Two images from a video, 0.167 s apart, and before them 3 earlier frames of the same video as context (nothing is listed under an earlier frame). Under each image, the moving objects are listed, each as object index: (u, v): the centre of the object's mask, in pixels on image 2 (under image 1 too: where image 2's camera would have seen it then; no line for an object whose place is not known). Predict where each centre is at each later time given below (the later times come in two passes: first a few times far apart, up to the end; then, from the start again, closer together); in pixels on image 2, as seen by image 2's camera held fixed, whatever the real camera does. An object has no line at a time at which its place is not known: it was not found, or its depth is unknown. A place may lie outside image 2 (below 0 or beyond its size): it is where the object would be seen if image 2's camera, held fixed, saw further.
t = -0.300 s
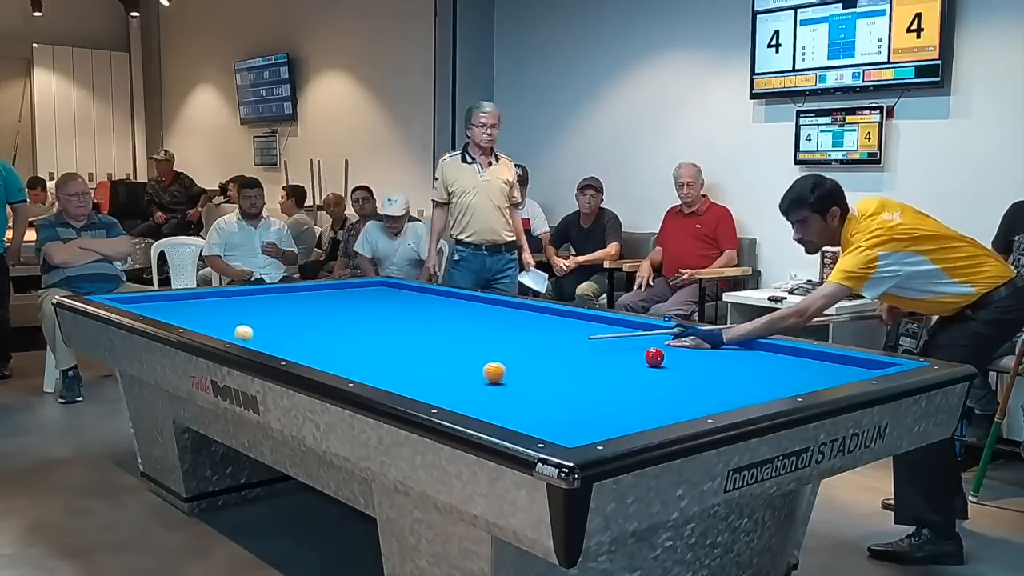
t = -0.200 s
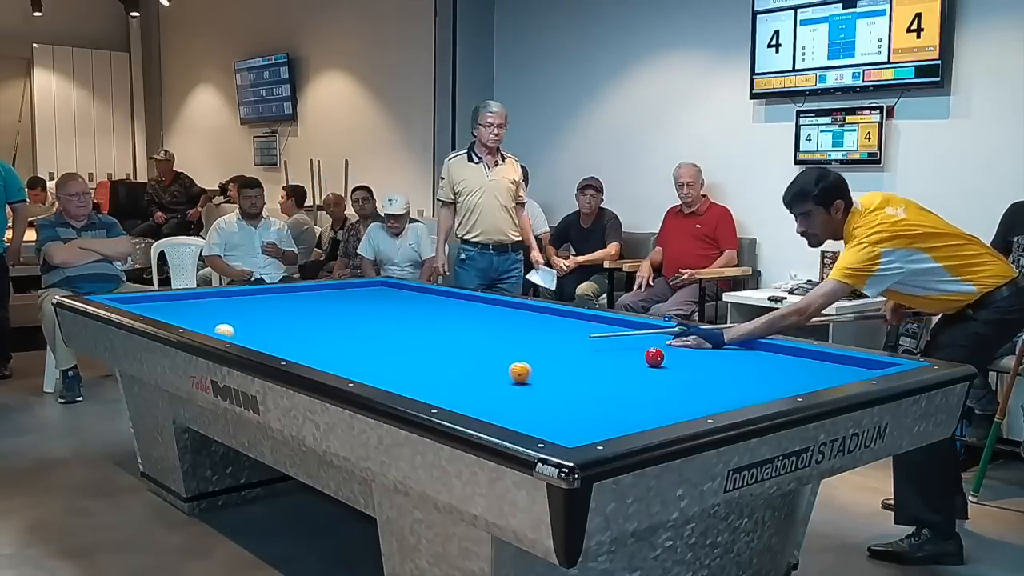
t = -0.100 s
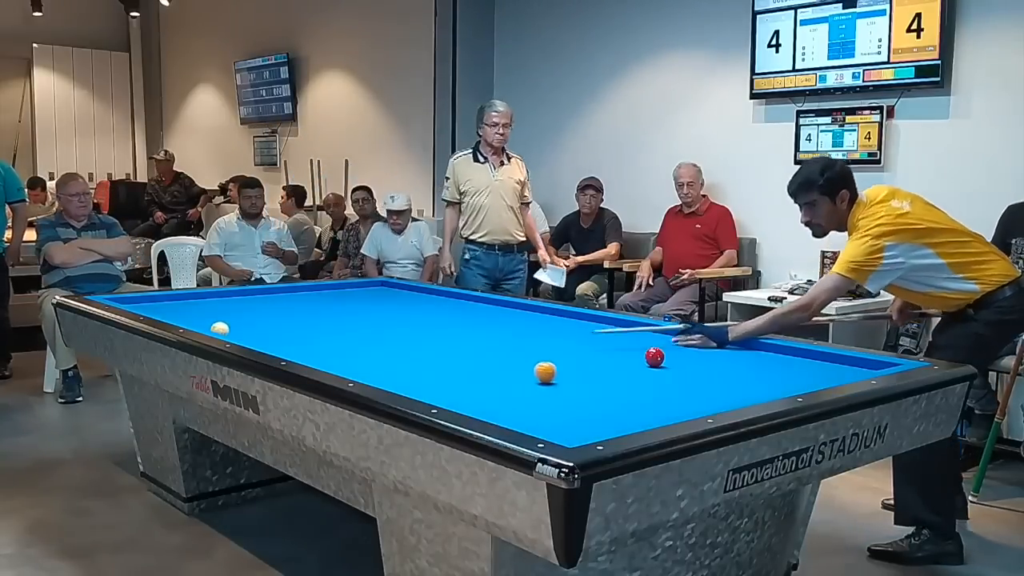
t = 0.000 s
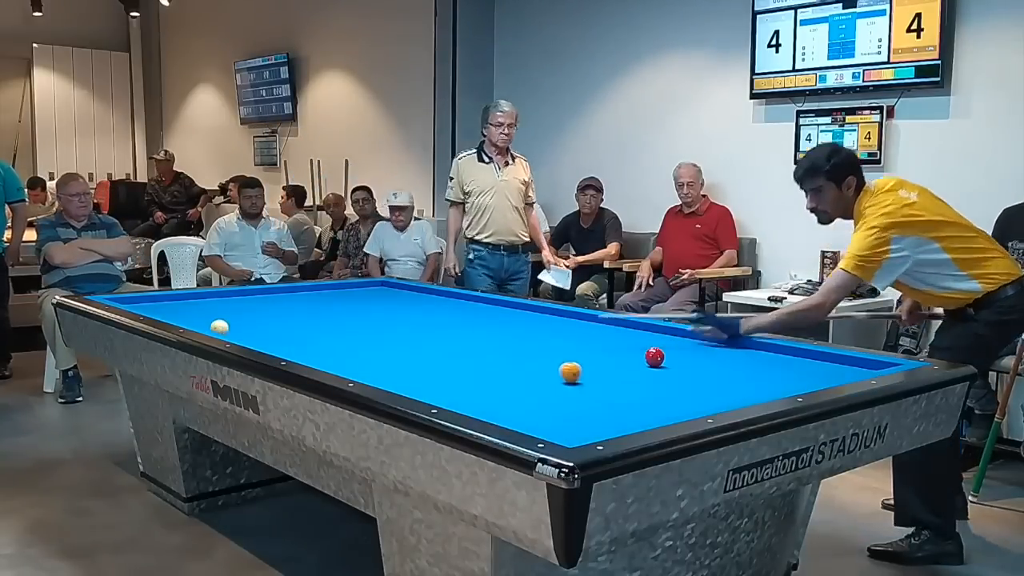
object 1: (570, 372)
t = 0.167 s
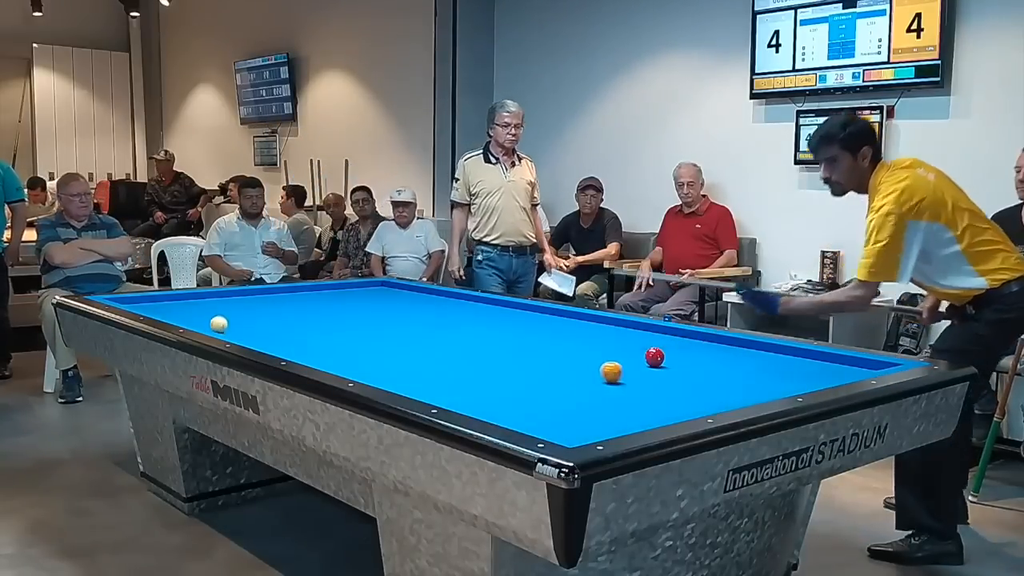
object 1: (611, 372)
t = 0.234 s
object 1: (628, 372)
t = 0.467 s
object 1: (683, 372)
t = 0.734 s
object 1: (745, 372)
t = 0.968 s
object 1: (798, 372)
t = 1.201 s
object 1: (849, 369)
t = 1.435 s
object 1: (868, 365)
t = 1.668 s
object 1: (859, 362)
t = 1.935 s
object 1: (827, 361)
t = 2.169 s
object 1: (801, 360)
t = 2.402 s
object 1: (775, 359)
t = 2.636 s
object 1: (751, 359)
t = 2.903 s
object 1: (725, 358)
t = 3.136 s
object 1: (703, 357)
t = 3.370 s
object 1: (682, 356)
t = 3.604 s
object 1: (667, 355)
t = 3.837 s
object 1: (658, 354)
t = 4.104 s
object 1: (649, 353)
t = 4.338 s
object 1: (641, 352)
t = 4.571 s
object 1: (635, 351)
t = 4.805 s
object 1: (630, 350)
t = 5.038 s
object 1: (626, 349)
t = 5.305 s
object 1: (622, 349)
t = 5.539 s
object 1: (619, 348)
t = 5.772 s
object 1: (616, 348)
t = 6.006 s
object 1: (615, 348)
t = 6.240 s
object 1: (614, 348)
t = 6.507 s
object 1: (614, 348)
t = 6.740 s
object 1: (615, 348)
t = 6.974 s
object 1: (614, 348)
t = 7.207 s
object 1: (614, 348)
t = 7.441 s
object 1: (615, 348)
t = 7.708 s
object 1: (614, 348)
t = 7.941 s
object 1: (614, 348)
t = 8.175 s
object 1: (614, 348)
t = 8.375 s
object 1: (614, 348)
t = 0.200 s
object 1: (619, 372)
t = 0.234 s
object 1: (628, 372)
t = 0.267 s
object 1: (636, 372)
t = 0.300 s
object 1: (643, 372)
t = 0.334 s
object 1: (652, 372)
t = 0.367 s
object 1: (660, 372)
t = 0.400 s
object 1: (668, 372)
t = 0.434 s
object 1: (675, 372)
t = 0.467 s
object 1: (683, 372)
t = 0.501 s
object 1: (691, 372)
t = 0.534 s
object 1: (699, 372)
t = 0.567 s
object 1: (706, 372)
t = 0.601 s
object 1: (714, 372)
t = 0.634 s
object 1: (722, 372)
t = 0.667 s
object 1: (730, 372)
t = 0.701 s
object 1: (737, 372)
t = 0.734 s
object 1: (745, 372)
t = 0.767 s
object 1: (753, 372)
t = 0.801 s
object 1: (760, 372)
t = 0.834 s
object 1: (768, 372)
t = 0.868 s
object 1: (775, 372)
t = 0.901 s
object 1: (783, 372)
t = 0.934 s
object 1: (791, 372)
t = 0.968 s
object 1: (798, 372)
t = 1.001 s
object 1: (806, 372)
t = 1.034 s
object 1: (813, 372)
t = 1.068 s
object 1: (820, 372)
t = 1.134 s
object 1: (834, 371)
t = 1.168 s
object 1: (841, 370)
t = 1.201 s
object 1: (849, 369)
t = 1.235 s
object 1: (856, 369)
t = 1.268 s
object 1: (867, 367)
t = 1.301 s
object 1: (867, 367)
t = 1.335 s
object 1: (867, 366)
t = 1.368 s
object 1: (868, 366)
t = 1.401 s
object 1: (868, 365)
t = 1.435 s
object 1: (868, 365)
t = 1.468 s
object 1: (869, 364)
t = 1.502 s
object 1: (869, 364)
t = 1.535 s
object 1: (870, 363)
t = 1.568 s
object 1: (870, 362)
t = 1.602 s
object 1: (867, 362)
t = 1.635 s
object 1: (863, 362)
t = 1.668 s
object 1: (859, 362)
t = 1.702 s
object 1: (855, 362)
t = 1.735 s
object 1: (851, 362)
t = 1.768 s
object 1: (847, 362)
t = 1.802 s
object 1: (842, 362)
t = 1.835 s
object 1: (839, 362)
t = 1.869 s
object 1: (835, 361)
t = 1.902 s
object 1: (831, 361)
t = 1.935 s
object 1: (827, 361)
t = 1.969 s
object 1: (823, 361)
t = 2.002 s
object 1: (819, 361)
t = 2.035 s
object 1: (815, 361)
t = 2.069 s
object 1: (812, 361)
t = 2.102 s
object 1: (808, 361)
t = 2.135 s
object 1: (804, 360)
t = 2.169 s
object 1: (801, 360)
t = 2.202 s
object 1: (797, 360)
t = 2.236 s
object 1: (793, 360)
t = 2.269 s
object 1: (790, 360)
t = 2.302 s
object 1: (786, 360)
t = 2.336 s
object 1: (782, 360)
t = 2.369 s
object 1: (779, 359)
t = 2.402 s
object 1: (775, 359)
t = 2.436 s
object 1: (772, 359)
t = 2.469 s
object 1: (768, 359)
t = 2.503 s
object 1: (765, 359)
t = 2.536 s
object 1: (761, 359)
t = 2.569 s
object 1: (758, 359)
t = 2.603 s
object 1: (754, 359)
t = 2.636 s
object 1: (751, 359)
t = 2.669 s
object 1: (748, 359)
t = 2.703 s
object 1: (744, 359)
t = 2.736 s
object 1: (741, 358)
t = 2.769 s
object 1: (738, 358)
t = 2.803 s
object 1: (735, 358)
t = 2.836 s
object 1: (731, 358)
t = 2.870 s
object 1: (728, 358)
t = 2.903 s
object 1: (725, 358)
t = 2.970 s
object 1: (719, 357)
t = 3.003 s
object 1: (715, 357)
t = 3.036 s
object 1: (712, 357)
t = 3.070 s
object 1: (709, 357)
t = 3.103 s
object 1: (706, 357)
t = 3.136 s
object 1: (703, 357)
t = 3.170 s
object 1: (700, 357)
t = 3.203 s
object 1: (697, 357)
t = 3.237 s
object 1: (694, 356)
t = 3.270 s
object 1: (691, 356)
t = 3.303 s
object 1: (688, 356)
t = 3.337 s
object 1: (685, 356)
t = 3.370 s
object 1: (682, 356)
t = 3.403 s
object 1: (679, 356)
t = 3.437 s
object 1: (676, 356)
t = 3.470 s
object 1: (675, 356)
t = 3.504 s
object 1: (671, 355)
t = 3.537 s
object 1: (670, 355)
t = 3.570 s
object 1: (669, 355)
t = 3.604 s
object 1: (667, 355)
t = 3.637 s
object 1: (666, 355)
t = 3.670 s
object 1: (664, 355)
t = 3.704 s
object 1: (663, 355)
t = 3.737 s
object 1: (662, 354)
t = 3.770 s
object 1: (661, 354)
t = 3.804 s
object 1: (659, 354)
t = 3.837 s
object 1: (658, 354)
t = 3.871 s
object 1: (657, 354)
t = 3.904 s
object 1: (656, 354)
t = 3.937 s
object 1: (655, 353)
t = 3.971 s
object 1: (653, 353)
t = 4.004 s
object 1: (653, 353)
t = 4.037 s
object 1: (651, 353)
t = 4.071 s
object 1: (650, 353)
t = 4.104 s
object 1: (649, 353)
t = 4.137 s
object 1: (648, 353)
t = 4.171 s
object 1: (647, 352)
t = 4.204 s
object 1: (646, 352)
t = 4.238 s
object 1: (645, 352)
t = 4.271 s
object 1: (643, 352)
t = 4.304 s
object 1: (642, 352)
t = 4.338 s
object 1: (641, 352)
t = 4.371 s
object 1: (640, 352)
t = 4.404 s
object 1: (639, 352)
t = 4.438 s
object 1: (638, 351)
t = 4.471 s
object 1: (638, 351)
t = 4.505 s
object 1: (637, 351)
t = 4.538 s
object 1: (636, 351)
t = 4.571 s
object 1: (635, 351)
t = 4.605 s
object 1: (635, 350)
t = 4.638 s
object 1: (634, 350)
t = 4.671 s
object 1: (634, 350)
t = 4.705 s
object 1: (633, 350)
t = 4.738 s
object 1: (632, 350)
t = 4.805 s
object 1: (630, 350)
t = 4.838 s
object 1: (630, 350)
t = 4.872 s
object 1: (629, 350)
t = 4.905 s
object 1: (628, 350)
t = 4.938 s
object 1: (628, 350)
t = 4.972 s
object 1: (627, 349)
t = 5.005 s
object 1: (627, 349)
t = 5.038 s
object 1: (626, 349)
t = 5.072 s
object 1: (626, 349)
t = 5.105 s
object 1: (625, 349)
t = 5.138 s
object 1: (624, 349)
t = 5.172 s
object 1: (624, 349)
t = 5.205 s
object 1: (623, 349)
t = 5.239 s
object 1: (623, 349)
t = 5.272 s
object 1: (622, 349)
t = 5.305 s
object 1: (622, 349)
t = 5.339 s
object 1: (621, 349)
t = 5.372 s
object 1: (621, 349)
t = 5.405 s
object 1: (620, 349)
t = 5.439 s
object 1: (620, 348)
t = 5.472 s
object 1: (619, 348)
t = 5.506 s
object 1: (619, 348)
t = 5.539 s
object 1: (619, 348)
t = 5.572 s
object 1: (618, 348)
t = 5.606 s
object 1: (618, 348)
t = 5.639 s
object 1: (617, 348)
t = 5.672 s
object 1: (617, 348)
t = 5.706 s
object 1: (617, 348)
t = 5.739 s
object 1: (617, 348)
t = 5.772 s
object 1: (616, 348)
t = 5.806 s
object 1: (616, 348)
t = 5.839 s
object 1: (616, 348)
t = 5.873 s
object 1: (616, 348)
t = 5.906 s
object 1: (615, 348)
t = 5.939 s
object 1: (615, 348)
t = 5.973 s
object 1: (615, 348)
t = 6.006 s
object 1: (615, 348)
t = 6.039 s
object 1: (615, 348)
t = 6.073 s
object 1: (614, 348)
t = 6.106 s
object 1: (614, 348)
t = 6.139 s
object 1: (614, 348)
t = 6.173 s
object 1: (614, 348)
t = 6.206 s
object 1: (614, 348)
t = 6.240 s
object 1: (614, 348)
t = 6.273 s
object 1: (614, 348)
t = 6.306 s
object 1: (614, 348)
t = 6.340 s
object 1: (614, 348)
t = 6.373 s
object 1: (614, 348)
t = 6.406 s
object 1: (614, 348)
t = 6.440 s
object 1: (614, 348)
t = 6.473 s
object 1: (614, 348)
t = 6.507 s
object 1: (614, 348)
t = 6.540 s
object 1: (614, 348)
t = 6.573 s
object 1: (614, 348)
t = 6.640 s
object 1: (614, 348)
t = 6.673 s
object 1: (615, 348)
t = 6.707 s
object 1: (614, 348)
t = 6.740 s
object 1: (615, 348)
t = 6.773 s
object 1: (614, 348)
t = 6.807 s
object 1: (614, 348)
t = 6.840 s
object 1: (615, 348)
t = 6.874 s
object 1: (615, 348)
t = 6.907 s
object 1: (615, 348)
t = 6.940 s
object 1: (615, 348)
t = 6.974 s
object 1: (614, 348)
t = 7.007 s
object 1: (615, 348)
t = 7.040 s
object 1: (614, 348)
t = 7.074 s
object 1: (614, 348)
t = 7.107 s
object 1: (614, 348)
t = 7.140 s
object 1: (614, 348)
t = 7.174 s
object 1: (615, 348)
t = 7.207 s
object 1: (614, 348)
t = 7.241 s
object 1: (614, 348)
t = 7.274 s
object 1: (614, 348)
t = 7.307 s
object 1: (614, 348)
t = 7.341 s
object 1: (615, 348)
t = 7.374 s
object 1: (614, 348)
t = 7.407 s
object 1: (614, 348)
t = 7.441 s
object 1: (615, 348)
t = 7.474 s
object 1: (614, 348)
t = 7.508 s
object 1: (614, 348)
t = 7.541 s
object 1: (614, 348)
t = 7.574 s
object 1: (614, 348)
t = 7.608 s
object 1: (615, 348)
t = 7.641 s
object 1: (615, 348)
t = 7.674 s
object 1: (615, 348)
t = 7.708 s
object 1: (614, 348)
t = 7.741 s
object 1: (614, 348)
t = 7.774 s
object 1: (615, 348)
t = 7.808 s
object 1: (614, 348)
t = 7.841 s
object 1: (614, 348)
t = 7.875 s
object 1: (614, 348)
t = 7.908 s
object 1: (614, 348)
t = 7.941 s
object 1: (614, 348)
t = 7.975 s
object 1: (614, 348)
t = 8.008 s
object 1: (614, 348)
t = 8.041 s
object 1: (614, 348)
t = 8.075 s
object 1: (614, 348)
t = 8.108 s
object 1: (614, 348)
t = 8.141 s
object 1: (614, 348)
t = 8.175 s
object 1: (614, 348)
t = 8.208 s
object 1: (614, 348)
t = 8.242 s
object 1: (614, 348)
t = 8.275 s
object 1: (614, 348)
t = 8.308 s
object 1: (614, 348)
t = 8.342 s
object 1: (614, 348)
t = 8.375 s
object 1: (614, 348)
